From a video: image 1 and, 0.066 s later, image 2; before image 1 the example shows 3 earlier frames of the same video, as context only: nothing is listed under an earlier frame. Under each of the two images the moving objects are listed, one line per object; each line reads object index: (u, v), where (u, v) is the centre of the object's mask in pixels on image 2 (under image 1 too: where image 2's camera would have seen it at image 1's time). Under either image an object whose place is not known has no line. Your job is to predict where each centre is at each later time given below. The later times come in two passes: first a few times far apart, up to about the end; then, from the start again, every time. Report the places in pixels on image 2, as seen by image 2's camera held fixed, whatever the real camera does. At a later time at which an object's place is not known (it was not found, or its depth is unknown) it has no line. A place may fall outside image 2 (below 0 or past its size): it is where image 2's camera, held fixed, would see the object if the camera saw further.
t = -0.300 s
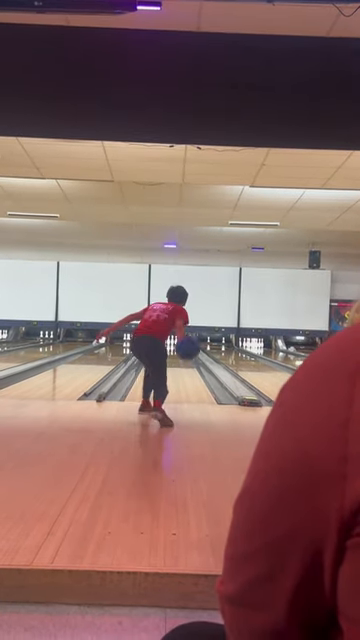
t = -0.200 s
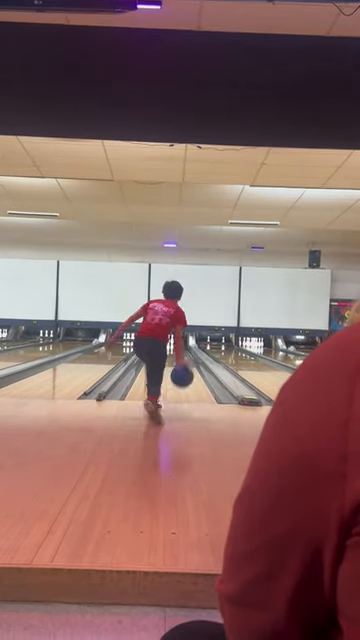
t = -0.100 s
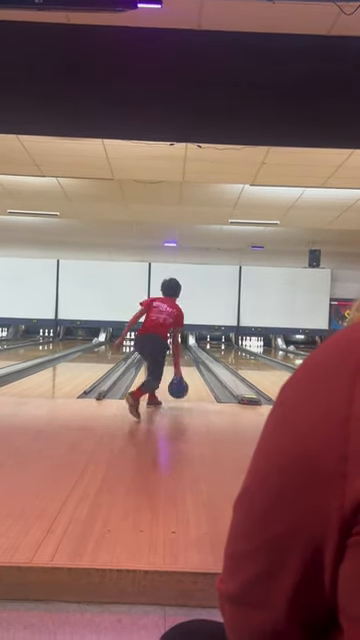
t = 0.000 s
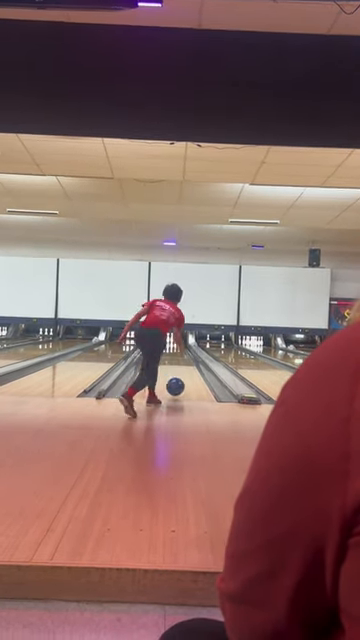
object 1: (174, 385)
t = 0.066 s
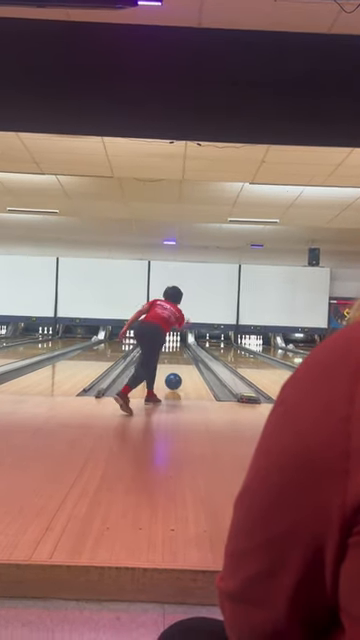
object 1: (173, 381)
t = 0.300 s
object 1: (170, 369)
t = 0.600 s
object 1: (168, 359)
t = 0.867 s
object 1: (167, 351)
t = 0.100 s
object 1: (172, 379)
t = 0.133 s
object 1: (172, 378)
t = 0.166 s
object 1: (172, 376)
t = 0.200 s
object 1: (171, 374)
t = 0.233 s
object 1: (171, 372)
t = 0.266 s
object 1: (171, 370)
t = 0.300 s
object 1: (170, 369)
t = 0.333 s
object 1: (170, 367)
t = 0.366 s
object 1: (170, 366)
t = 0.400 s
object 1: (169, 365)
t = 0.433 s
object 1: (169, 363)
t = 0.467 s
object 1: (169, 363)
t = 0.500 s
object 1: (169, 362)
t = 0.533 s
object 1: (169, 360)
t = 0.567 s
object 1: (169, 360)
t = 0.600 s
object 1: (168, 359)
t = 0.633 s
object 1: (167, 358)
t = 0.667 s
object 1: (169, 355)
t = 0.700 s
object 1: (169, 354)
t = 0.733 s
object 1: (168, 354)
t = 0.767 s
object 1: (168, 353)
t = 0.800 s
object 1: (168, 352)
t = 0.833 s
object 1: (168, 351)
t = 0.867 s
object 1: (167, 351)
